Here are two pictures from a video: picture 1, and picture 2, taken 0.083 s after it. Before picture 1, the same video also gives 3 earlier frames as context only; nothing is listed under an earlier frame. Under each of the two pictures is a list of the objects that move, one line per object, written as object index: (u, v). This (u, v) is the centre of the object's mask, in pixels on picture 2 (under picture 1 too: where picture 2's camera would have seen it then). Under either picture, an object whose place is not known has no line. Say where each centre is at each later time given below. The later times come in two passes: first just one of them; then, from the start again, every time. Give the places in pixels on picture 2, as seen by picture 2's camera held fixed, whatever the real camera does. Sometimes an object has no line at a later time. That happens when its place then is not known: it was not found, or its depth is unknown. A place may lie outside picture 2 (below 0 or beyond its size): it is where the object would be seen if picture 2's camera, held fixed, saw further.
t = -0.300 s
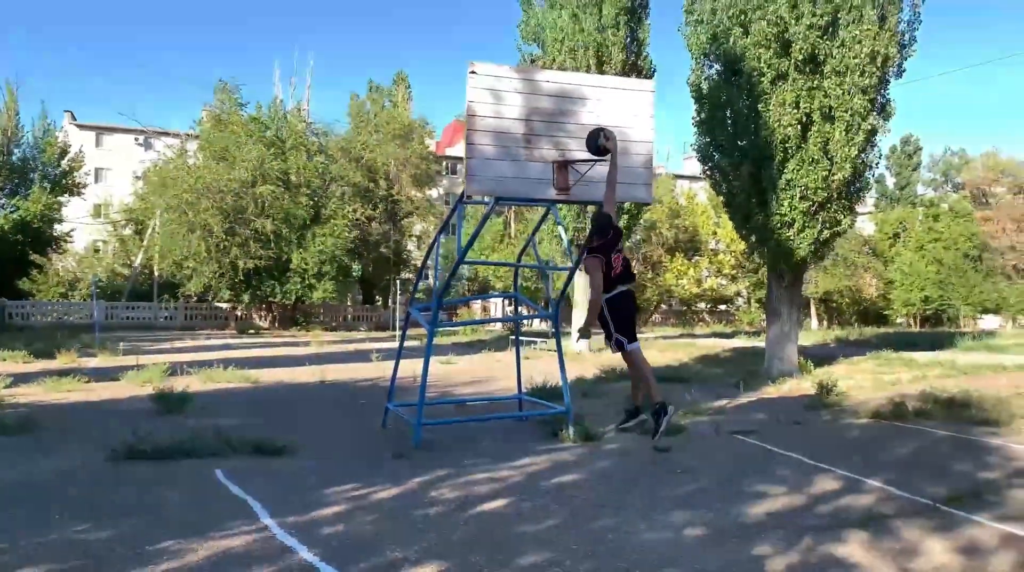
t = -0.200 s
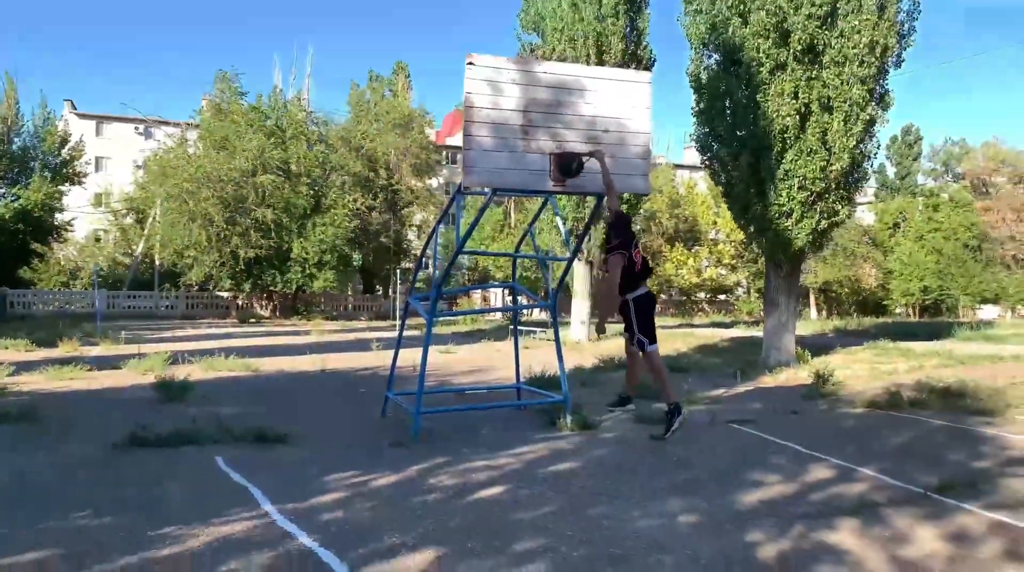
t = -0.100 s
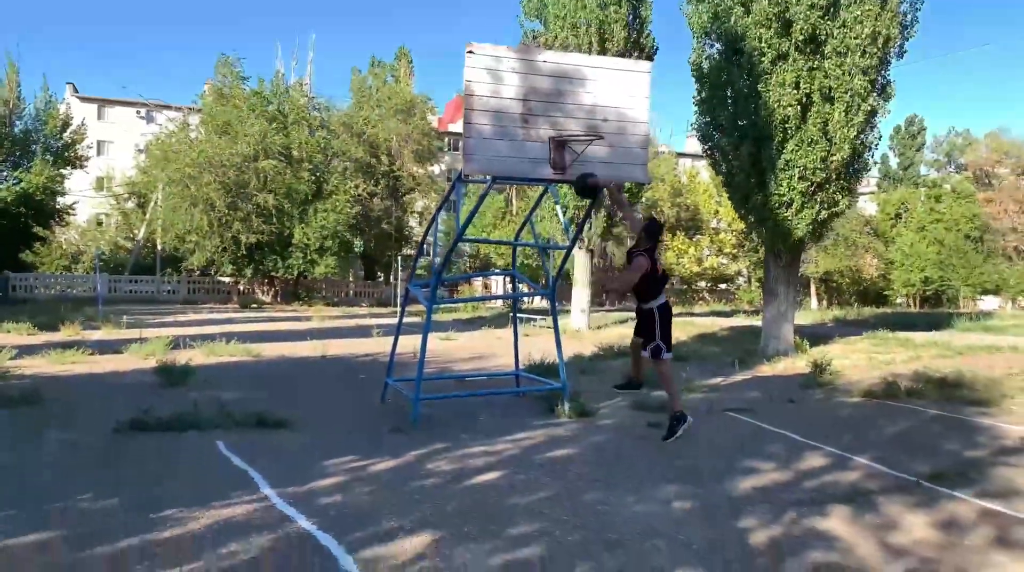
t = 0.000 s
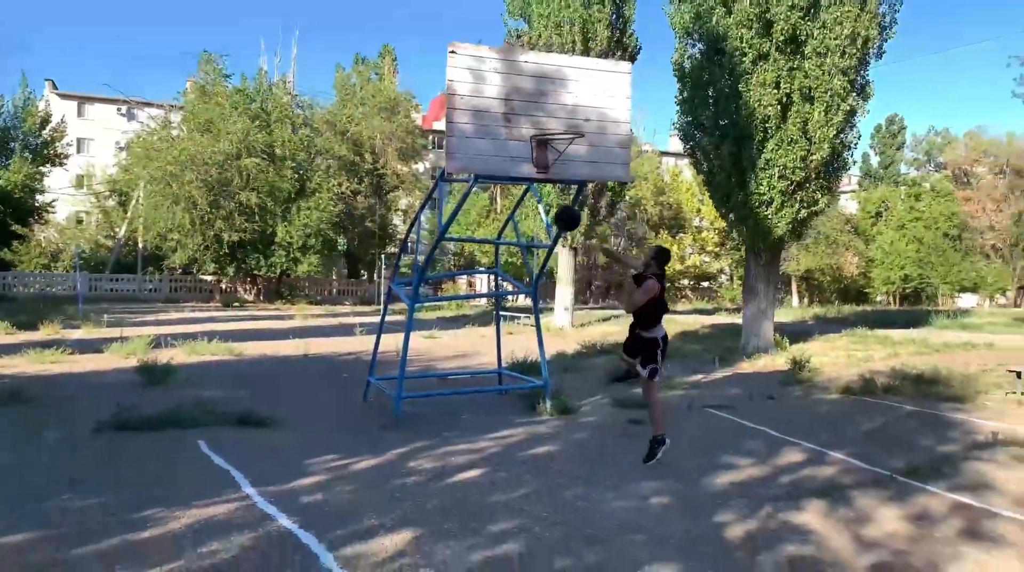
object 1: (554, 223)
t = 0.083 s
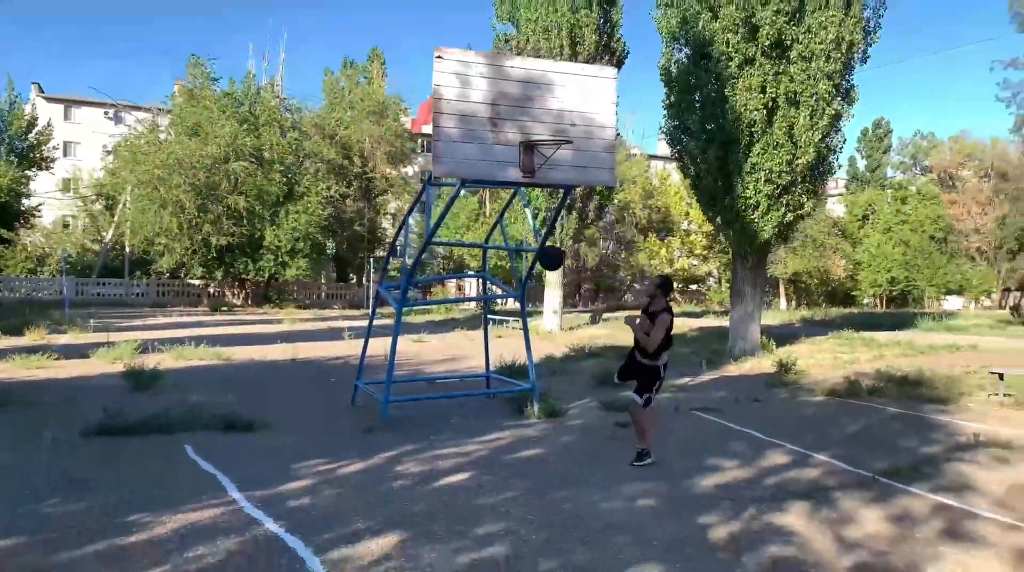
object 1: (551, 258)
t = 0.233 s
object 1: (545, 338)
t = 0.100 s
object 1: (551, 265)
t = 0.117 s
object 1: (550, 274)
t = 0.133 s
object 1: (549, 282)
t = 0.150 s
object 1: (549, 290)
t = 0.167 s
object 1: (548, 299)
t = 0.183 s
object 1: (548, 308)
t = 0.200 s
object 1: (547, 318)
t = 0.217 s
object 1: (546, 328)
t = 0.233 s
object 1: (545, 338)
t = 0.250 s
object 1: (544, 348)
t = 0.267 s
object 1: (544, 359)
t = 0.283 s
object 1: (544, 369)
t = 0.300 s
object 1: (543, 381)
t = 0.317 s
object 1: (542, 392)
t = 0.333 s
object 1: (543, 404)
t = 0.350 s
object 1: (541, 415)
